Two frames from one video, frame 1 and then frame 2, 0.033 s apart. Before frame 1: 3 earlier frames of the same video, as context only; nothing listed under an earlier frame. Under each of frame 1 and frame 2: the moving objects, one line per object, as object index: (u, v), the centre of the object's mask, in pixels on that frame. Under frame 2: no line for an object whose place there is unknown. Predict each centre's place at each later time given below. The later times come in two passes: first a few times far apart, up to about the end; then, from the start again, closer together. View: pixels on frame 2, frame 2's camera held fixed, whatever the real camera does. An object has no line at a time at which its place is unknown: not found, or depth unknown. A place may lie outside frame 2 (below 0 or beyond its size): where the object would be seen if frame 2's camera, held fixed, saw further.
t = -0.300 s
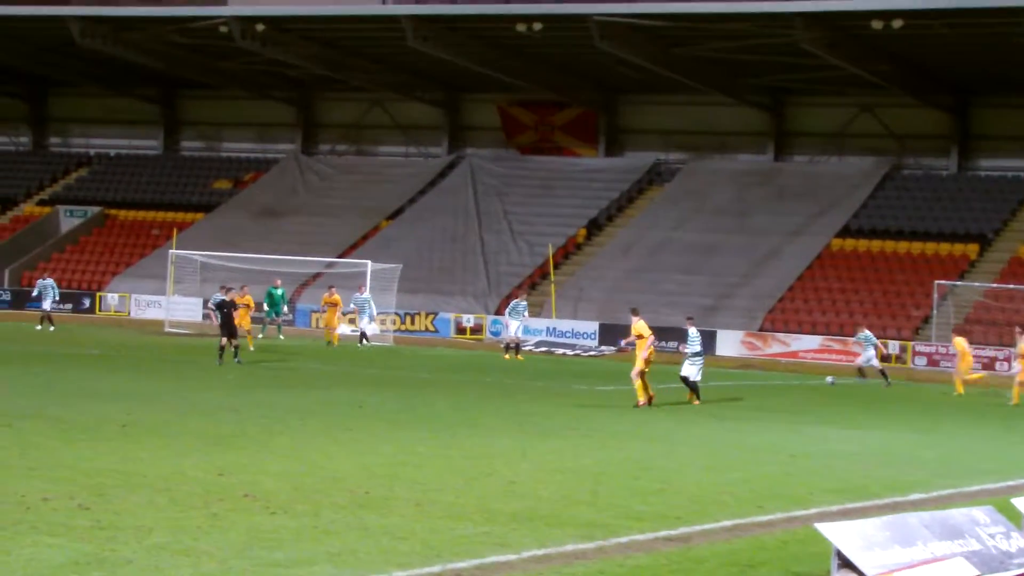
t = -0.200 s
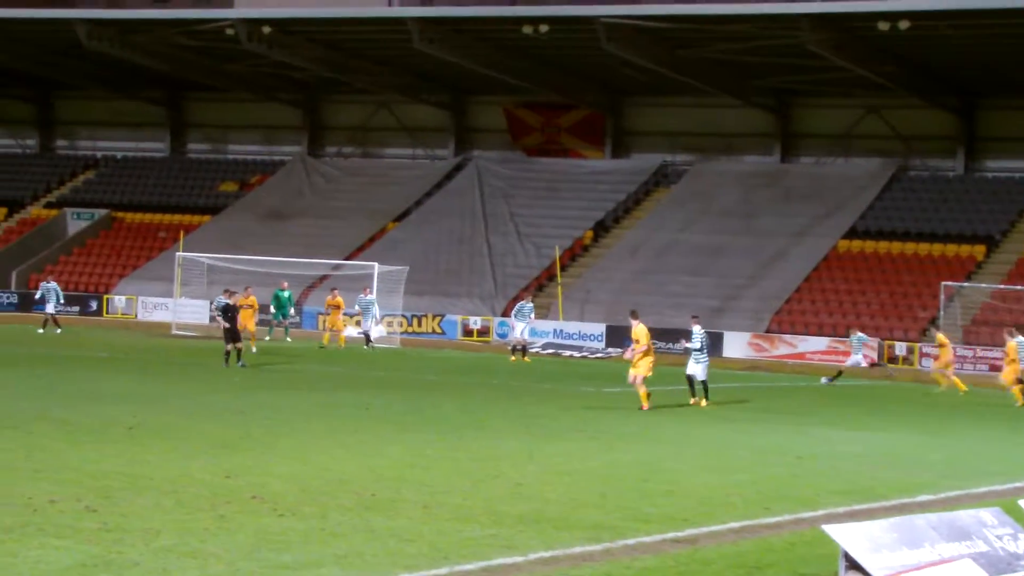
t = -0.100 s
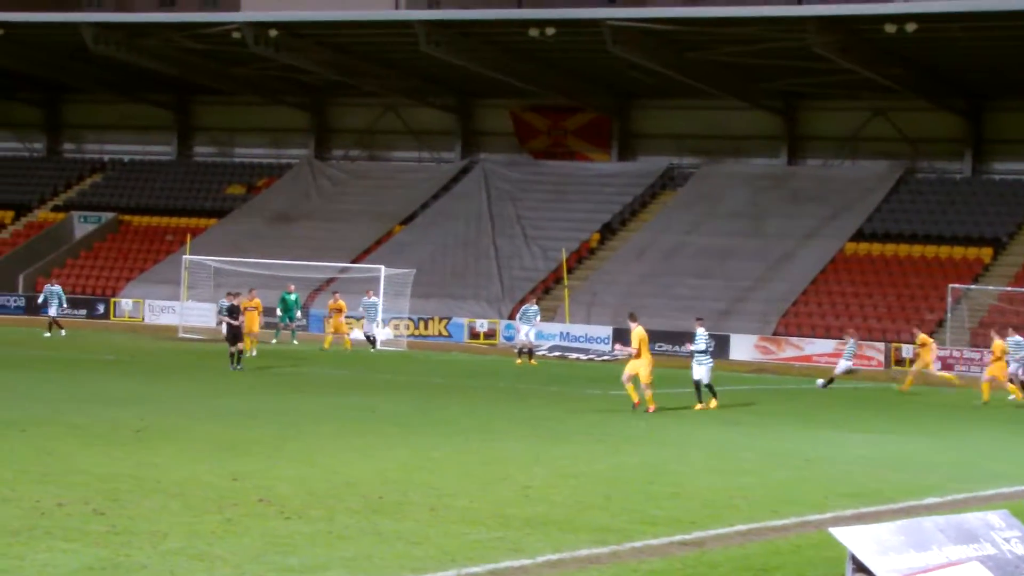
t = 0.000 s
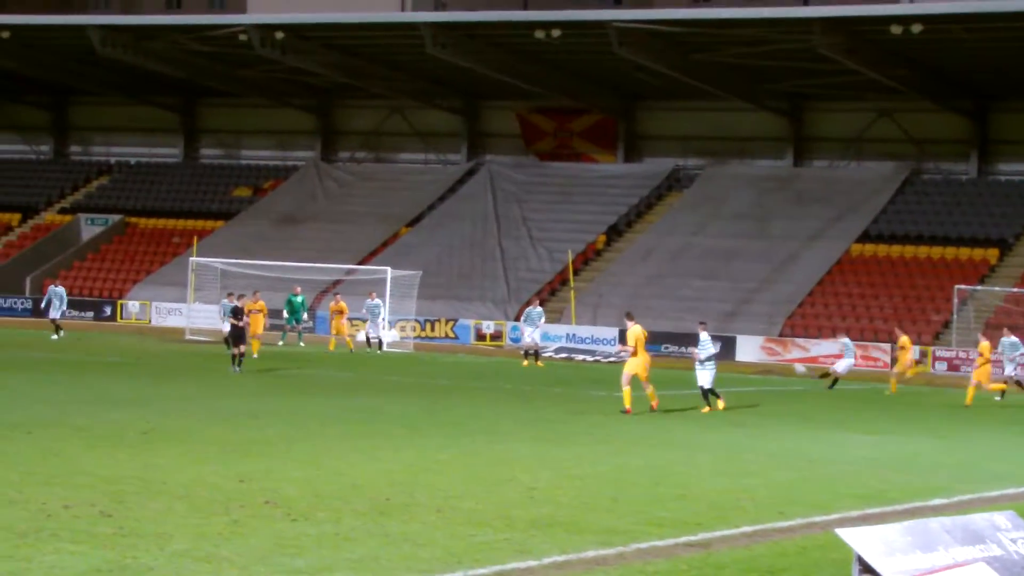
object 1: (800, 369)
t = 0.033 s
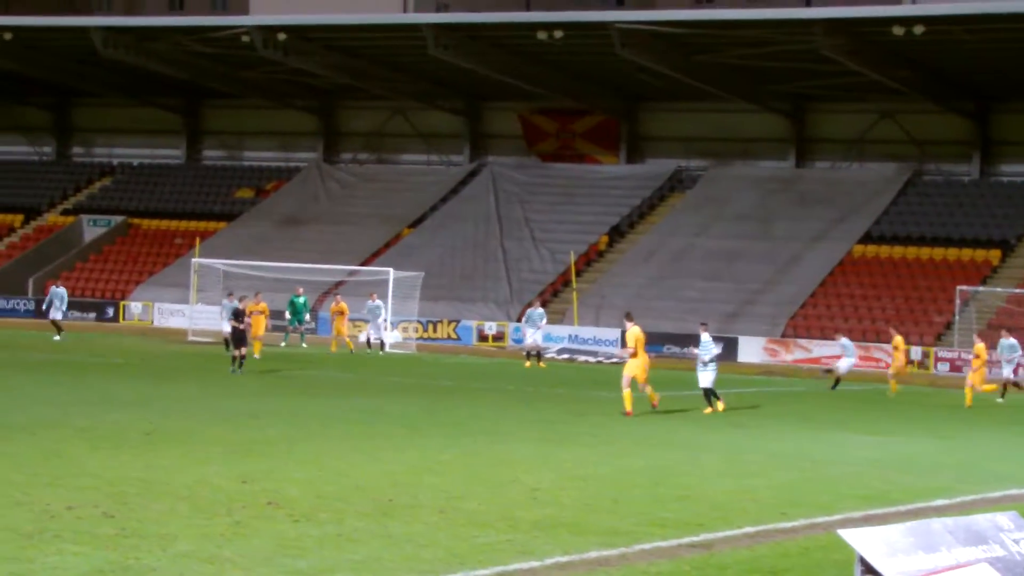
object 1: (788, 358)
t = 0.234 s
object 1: (691, 296)
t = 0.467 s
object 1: (586, 238)
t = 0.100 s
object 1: (753, 336)
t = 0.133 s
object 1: (737, 327)
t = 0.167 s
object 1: (722, 316)
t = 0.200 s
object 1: (706, 306)
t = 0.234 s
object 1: (691, 296)
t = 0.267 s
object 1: (675, 287)
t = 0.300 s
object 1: (659, 278)
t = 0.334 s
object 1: (645, 270)
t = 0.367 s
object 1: (630, 261)
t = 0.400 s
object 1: (615, 254)
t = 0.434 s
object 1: (600, 246)
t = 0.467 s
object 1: (586, 238)
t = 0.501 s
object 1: (572, 230)
